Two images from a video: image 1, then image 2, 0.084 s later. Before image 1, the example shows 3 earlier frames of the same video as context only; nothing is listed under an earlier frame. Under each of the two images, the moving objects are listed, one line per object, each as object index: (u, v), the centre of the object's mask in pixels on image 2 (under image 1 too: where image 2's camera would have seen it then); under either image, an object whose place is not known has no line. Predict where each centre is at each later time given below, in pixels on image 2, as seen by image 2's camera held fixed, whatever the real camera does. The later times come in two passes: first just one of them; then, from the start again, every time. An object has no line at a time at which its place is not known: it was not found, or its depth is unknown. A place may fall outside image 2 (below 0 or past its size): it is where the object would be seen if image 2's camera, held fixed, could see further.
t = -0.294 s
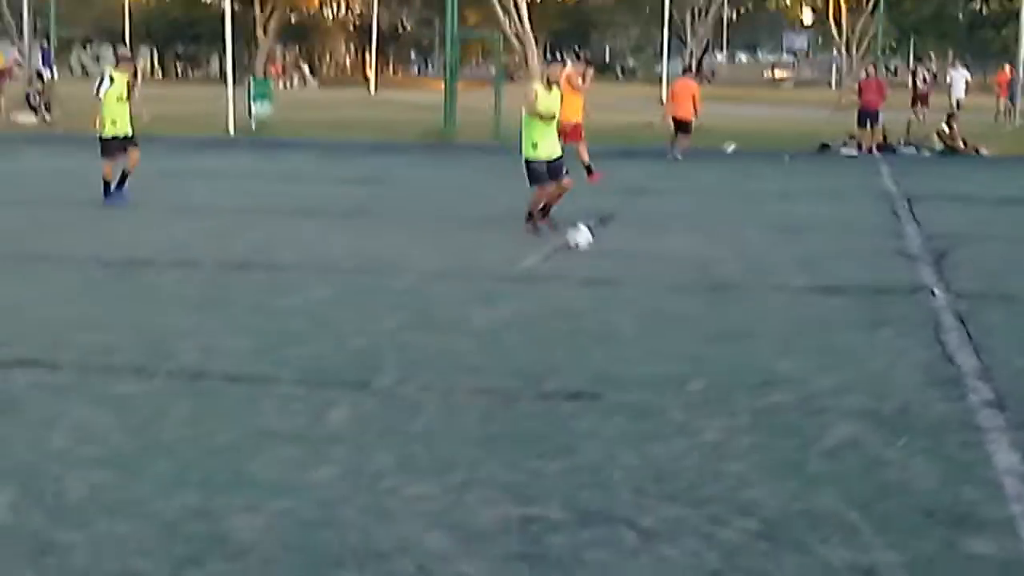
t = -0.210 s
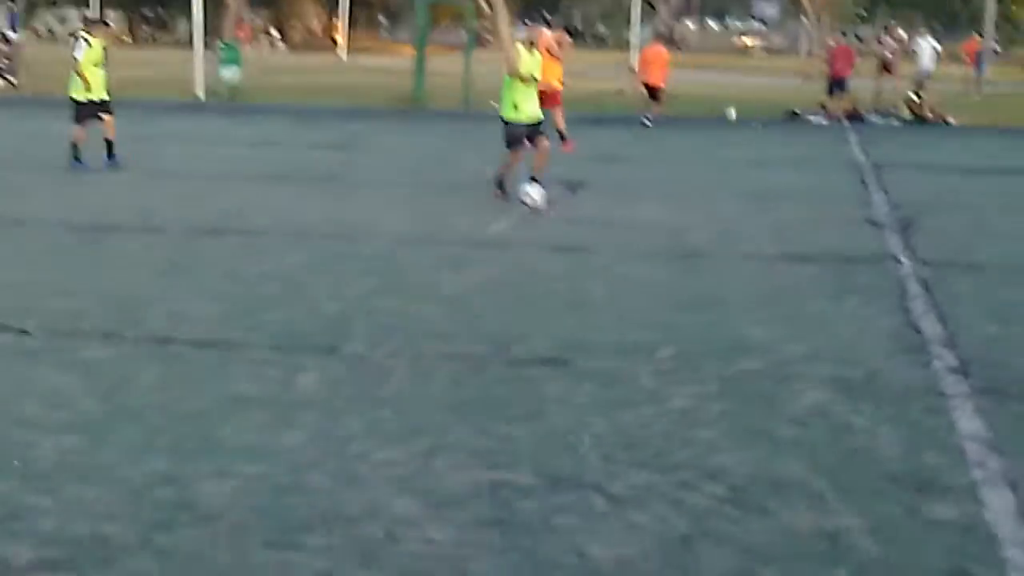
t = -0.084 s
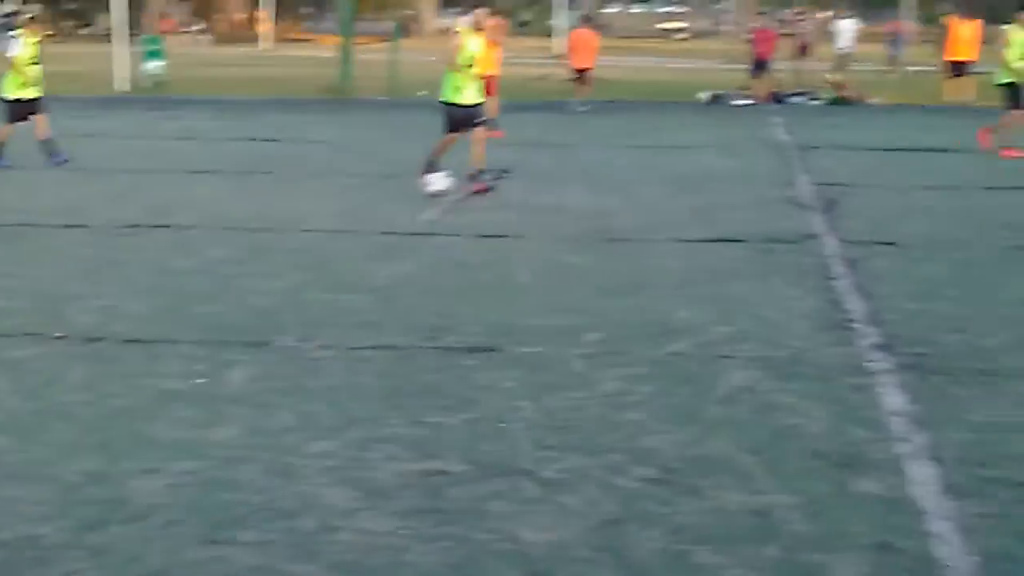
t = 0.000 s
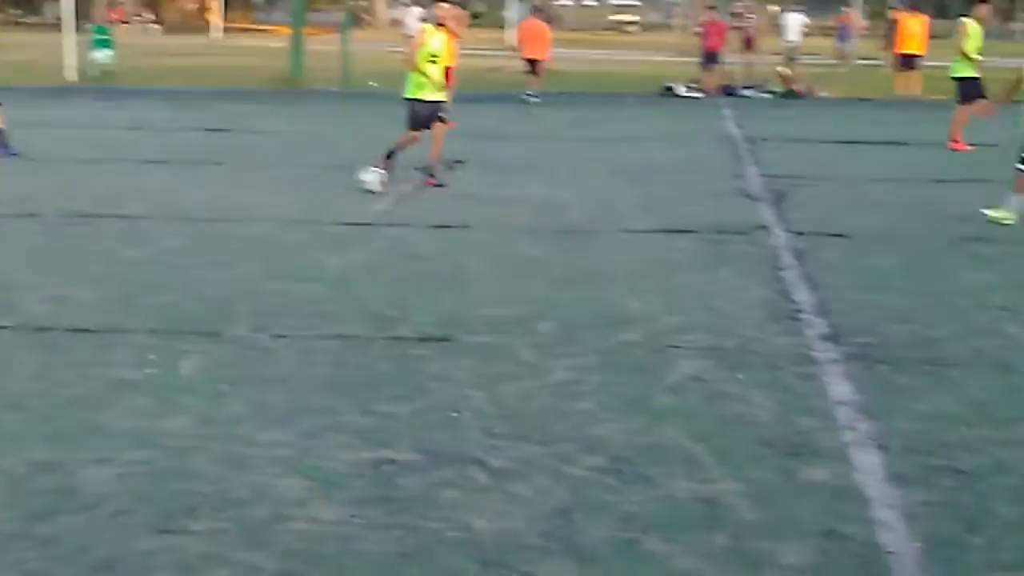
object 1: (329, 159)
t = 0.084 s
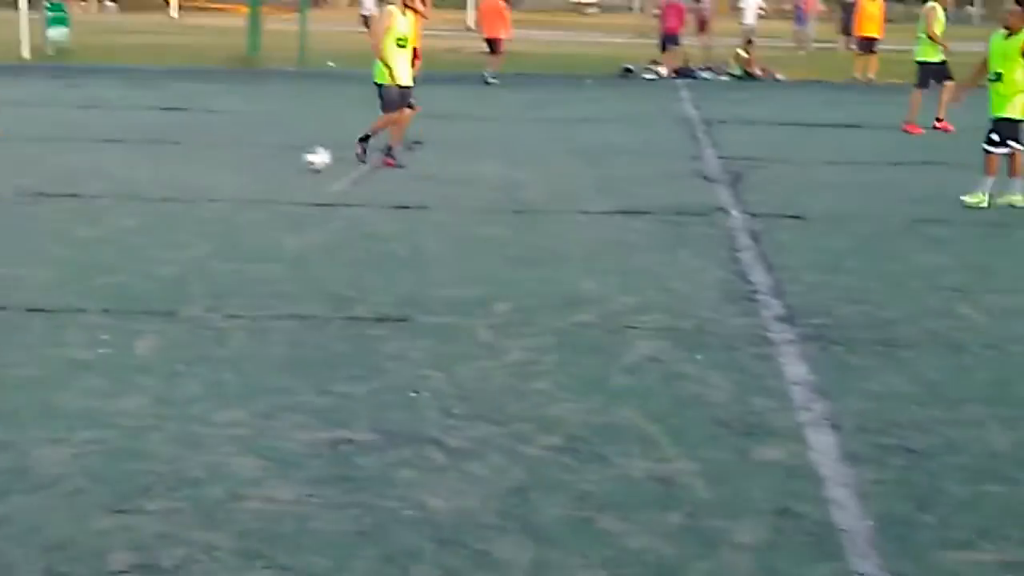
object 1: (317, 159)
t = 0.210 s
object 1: (295, 159)
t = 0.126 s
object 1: (309, 160)
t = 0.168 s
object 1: (302, 159)
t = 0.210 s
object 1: (295, 159)
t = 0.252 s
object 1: (287, 159)
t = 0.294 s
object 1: (281, 158)
